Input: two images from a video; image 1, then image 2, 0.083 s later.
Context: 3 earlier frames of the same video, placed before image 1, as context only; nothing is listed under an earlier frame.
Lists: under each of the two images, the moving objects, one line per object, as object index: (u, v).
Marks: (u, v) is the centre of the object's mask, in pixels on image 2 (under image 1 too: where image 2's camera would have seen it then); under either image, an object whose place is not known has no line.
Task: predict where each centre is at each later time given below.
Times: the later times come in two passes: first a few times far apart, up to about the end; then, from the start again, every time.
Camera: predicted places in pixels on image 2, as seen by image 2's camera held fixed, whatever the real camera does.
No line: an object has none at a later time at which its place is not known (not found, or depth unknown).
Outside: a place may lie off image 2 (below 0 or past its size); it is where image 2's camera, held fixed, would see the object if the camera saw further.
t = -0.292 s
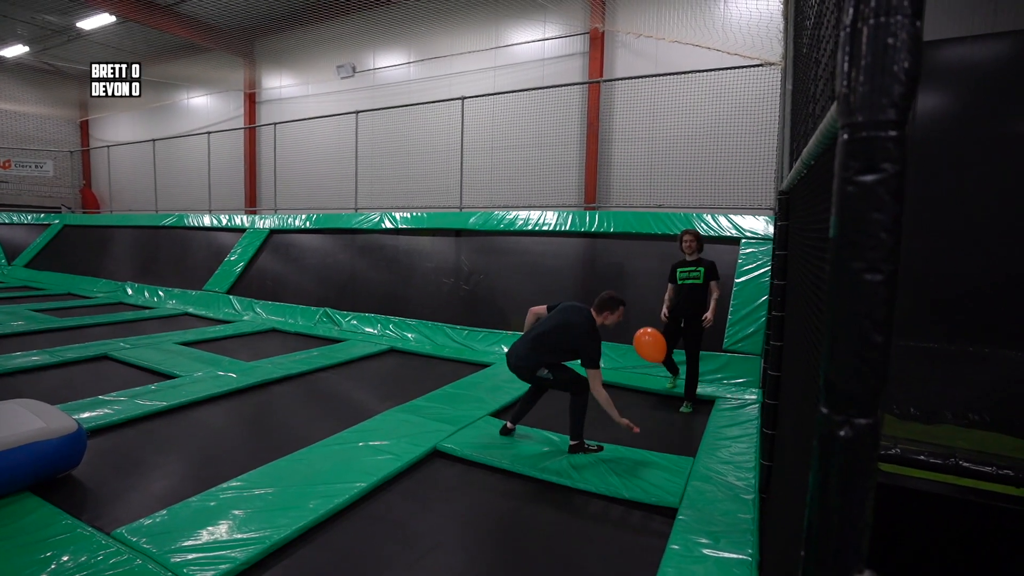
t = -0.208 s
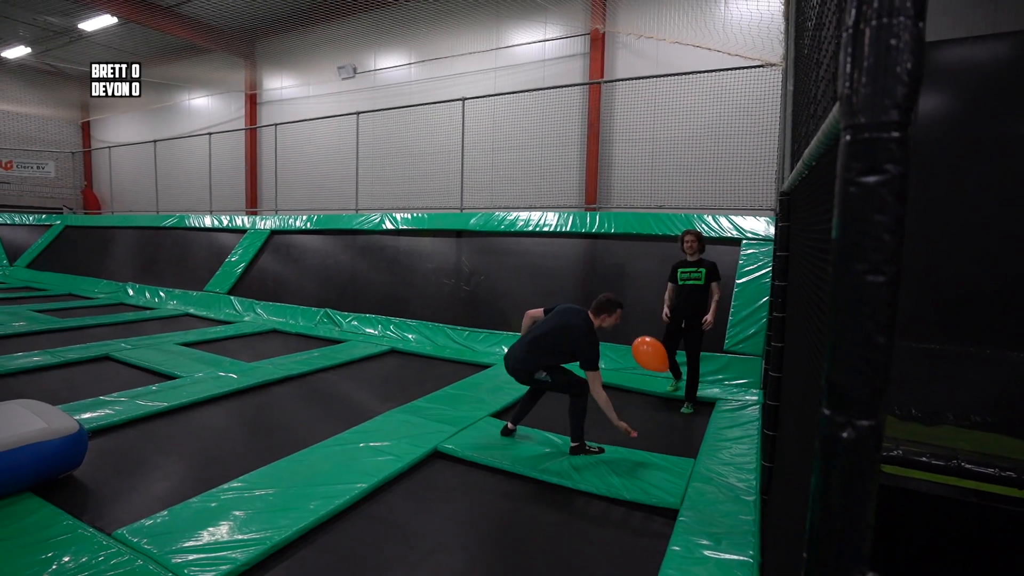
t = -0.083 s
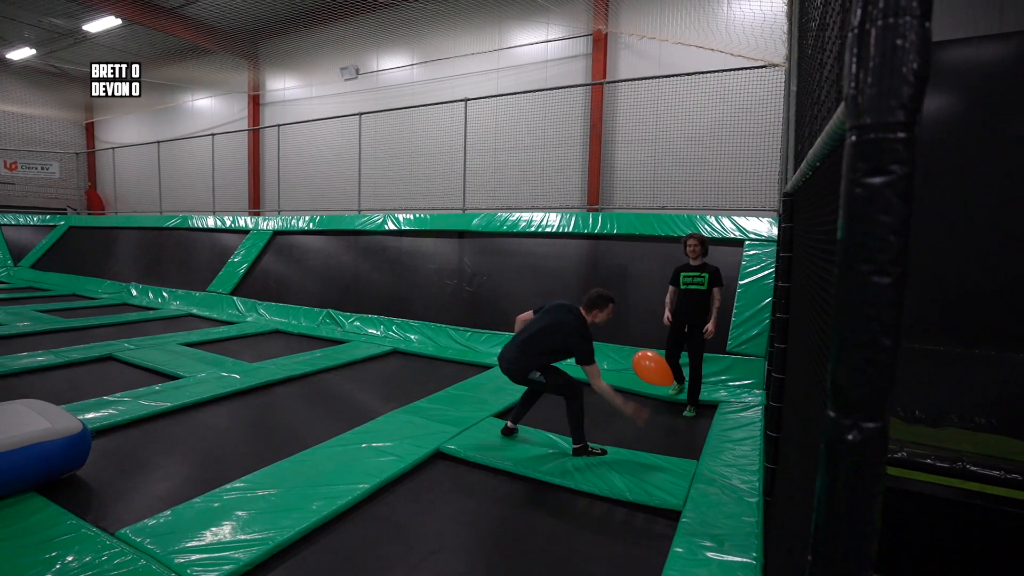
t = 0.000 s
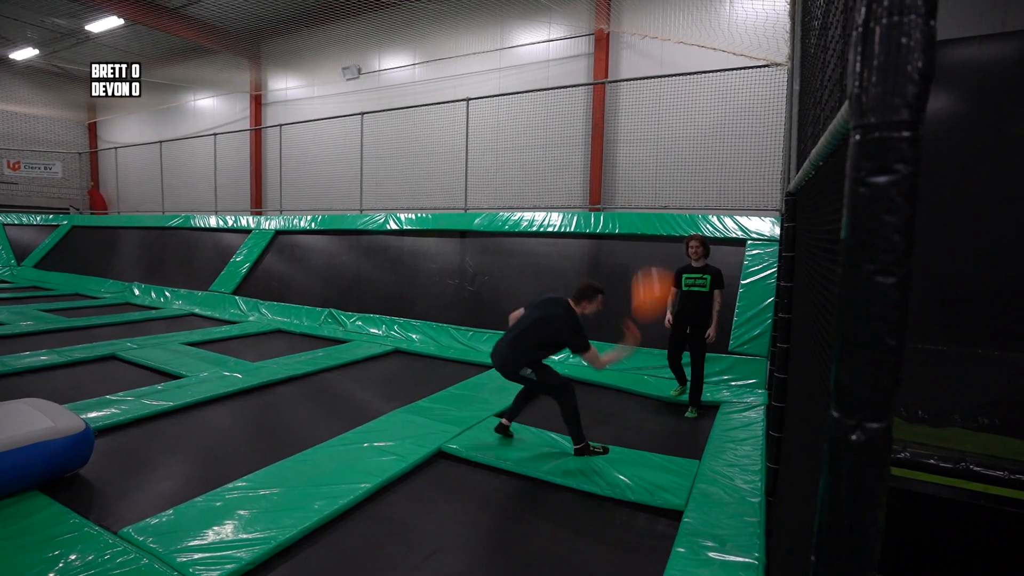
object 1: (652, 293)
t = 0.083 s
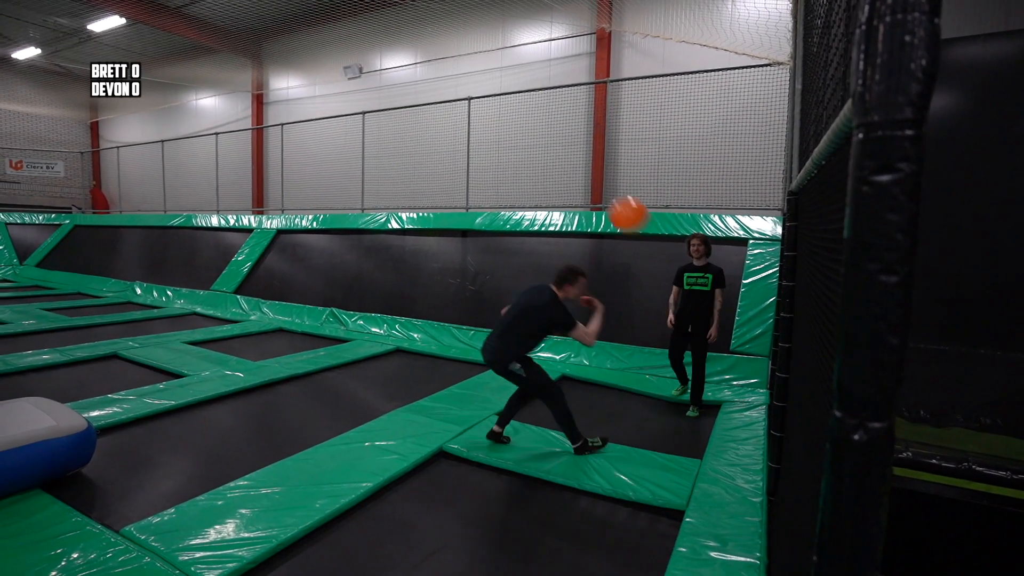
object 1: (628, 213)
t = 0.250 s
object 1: (577, 166)
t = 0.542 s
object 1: (523, 145)
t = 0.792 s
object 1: (503, 157)
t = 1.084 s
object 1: (494, 180)
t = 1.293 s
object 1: (489, 202)
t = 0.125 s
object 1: (612, 196)
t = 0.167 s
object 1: (600, 184)
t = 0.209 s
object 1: (588, 174)
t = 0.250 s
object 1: (577, 166)
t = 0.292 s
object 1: (567, 160)
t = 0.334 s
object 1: (557, 155)
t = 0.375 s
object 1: (549, 151)
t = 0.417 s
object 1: (542, 148)
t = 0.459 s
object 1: (534, 146)
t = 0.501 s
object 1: (528, 145)
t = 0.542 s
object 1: (523, 145)
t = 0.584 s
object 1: (518, 146)
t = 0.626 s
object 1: (513, 147)
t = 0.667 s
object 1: (510, 150)
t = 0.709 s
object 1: (507, 152)
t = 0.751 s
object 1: (505, 154)
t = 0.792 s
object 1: (503, 157)
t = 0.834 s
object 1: (501, 159)
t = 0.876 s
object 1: (500, 162)
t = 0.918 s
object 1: (498, 165)
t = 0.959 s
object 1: (497, 168)
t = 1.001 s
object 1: (496, 171)
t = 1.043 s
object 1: (495, 175)
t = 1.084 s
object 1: (494, 180)
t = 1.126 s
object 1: (494, 183)
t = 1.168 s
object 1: (493, 188)
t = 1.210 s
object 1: (492, 193)
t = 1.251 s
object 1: (490, 197)
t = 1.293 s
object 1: (489, 202)
